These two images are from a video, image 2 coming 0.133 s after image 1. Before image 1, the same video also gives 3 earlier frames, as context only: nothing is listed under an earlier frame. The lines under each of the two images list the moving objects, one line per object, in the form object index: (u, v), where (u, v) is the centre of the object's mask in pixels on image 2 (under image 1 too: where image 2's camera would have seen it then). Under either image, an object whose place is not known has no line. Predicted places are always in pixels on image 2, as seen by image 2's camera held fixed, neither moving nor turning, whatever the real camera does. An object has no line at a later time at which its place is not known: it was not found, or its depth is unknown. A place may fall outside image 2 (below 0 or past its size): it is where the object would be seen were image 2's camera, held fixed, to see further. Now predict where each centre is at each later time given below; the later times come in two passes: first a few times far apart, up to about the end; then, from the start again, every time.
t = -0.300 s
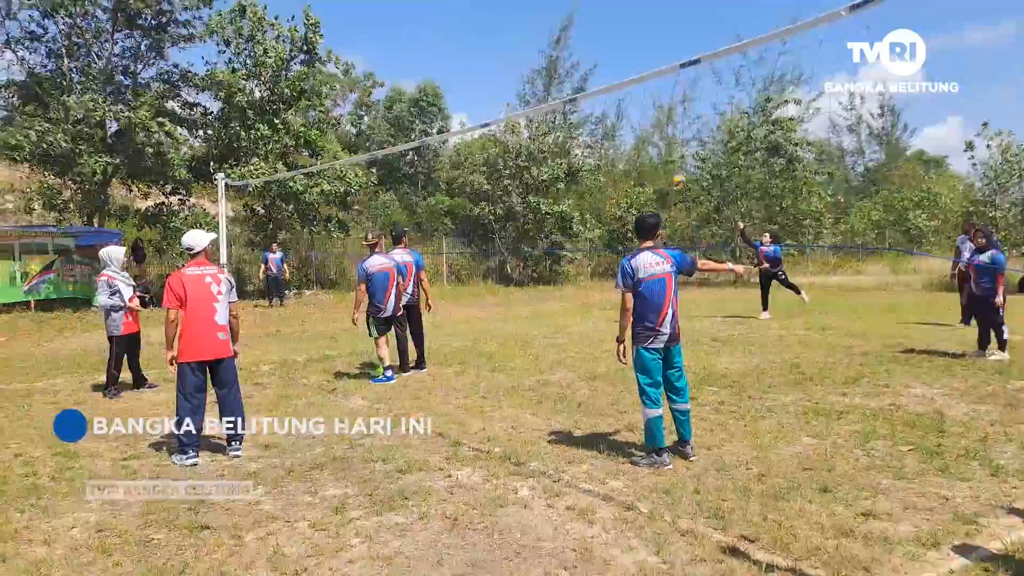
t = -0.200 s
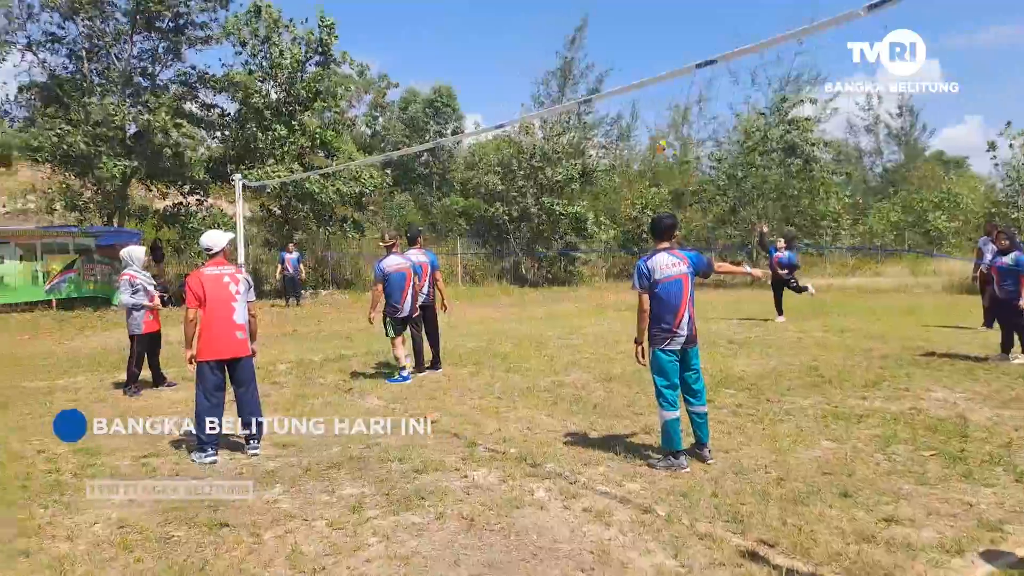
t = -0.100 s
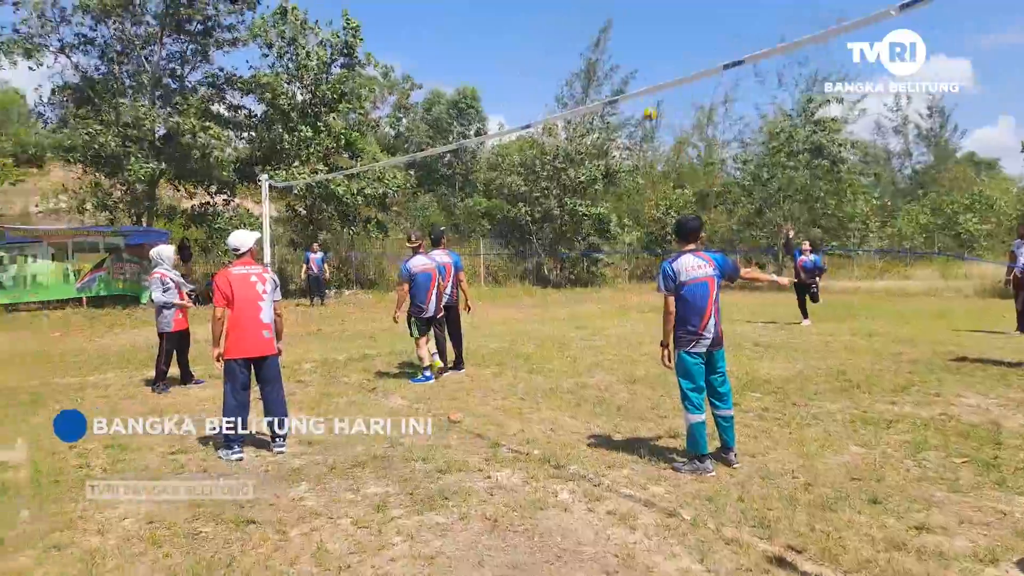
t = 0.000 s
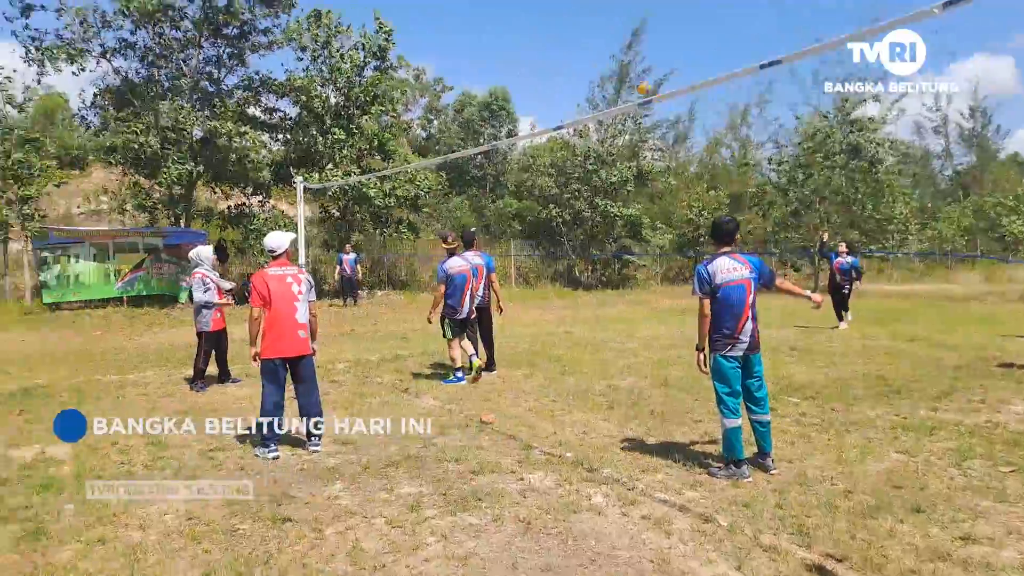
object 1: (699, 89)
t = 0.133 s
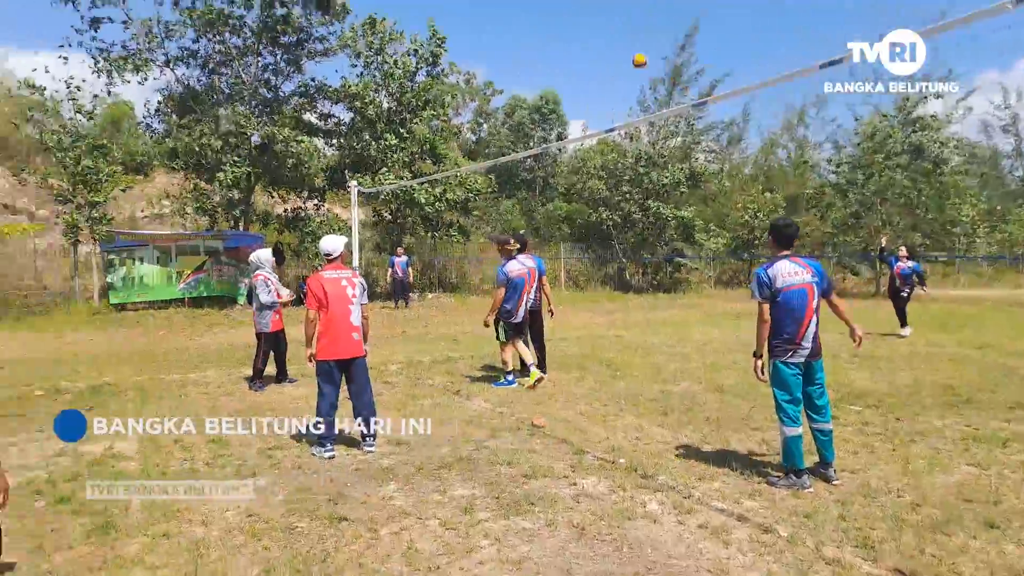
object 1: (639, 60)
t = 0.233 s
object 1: (593, 47)
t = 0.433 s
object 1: (499, 43)
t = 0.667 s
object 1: (381, 85)
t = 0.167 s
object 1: (624, 55)
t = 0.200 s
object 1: (609, 51)
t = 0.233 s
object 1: (593, 47)
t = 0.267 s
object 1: (577, 44)
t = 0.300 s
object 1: (562, 42)
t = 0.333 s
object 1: (546, 41)
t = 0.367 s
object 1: (531, 41)
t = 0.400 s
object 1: (516, 42)
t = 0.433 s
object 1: (499, 43)
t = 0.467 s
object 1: (483, 46)
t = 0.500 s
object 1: (466, 49)
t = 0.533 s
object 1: (451, 55)
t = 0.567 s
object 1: (434, 61)
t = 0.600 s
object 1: (417, 68)
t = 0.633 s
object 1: (398, 76)
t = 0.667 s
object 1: (381, 85)
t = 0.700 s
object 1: (361, 96)
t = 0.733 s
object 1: (343, 108)
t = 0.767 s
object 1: (324, 122)
